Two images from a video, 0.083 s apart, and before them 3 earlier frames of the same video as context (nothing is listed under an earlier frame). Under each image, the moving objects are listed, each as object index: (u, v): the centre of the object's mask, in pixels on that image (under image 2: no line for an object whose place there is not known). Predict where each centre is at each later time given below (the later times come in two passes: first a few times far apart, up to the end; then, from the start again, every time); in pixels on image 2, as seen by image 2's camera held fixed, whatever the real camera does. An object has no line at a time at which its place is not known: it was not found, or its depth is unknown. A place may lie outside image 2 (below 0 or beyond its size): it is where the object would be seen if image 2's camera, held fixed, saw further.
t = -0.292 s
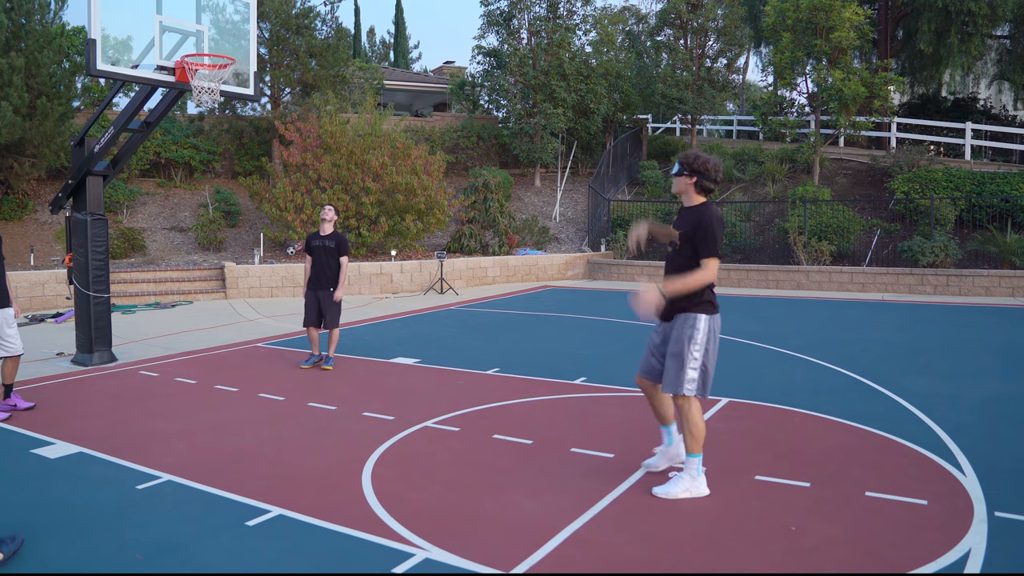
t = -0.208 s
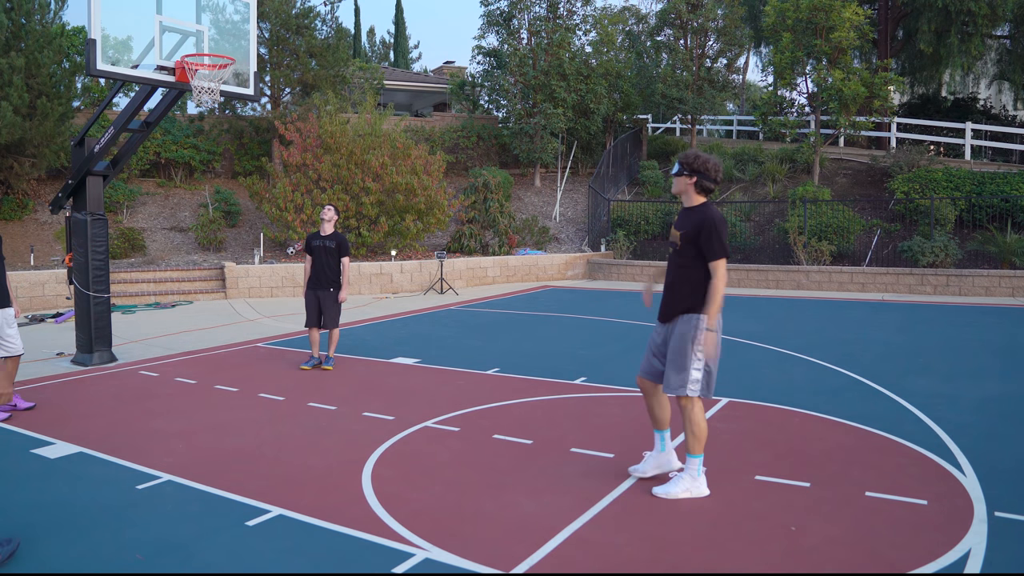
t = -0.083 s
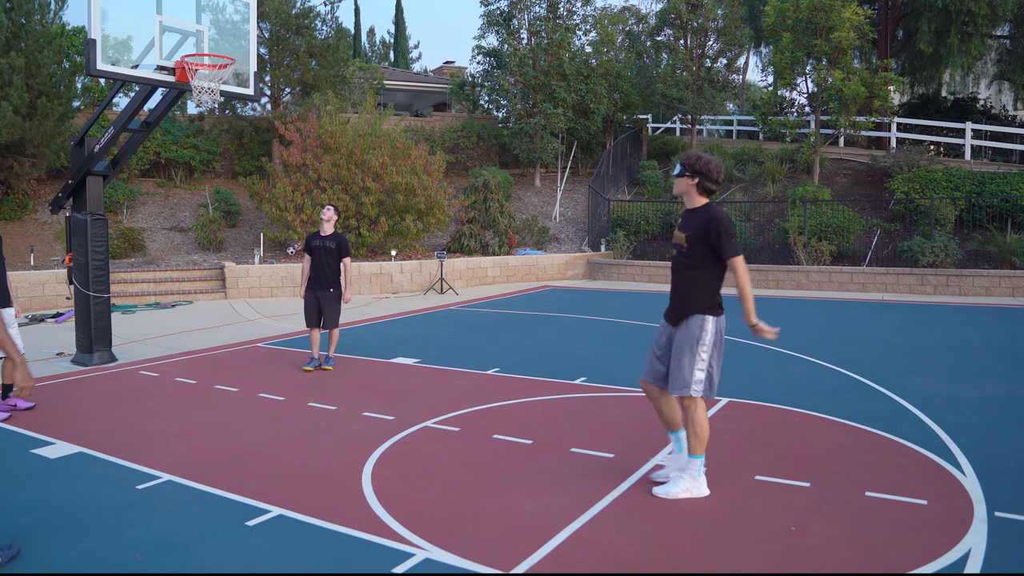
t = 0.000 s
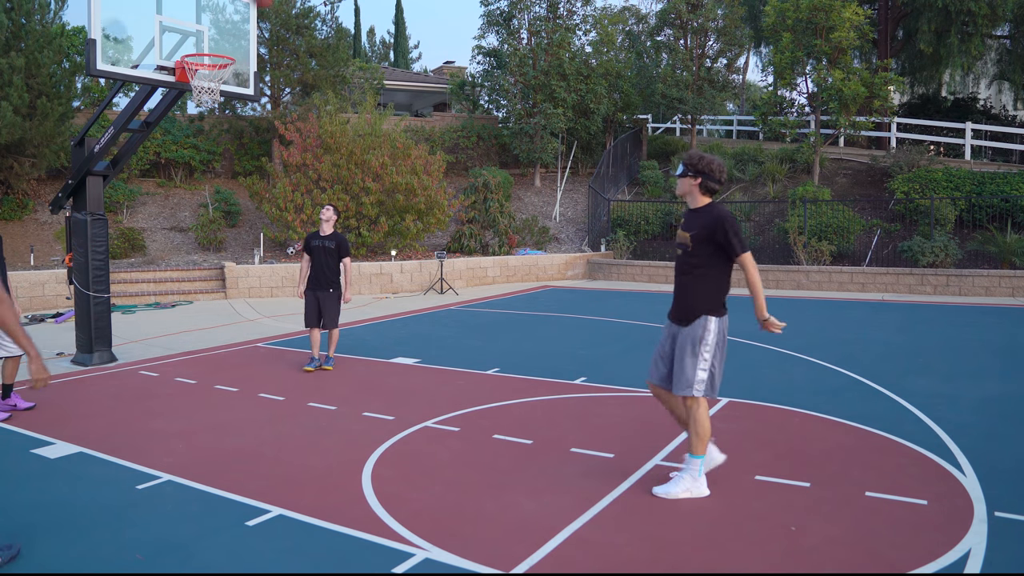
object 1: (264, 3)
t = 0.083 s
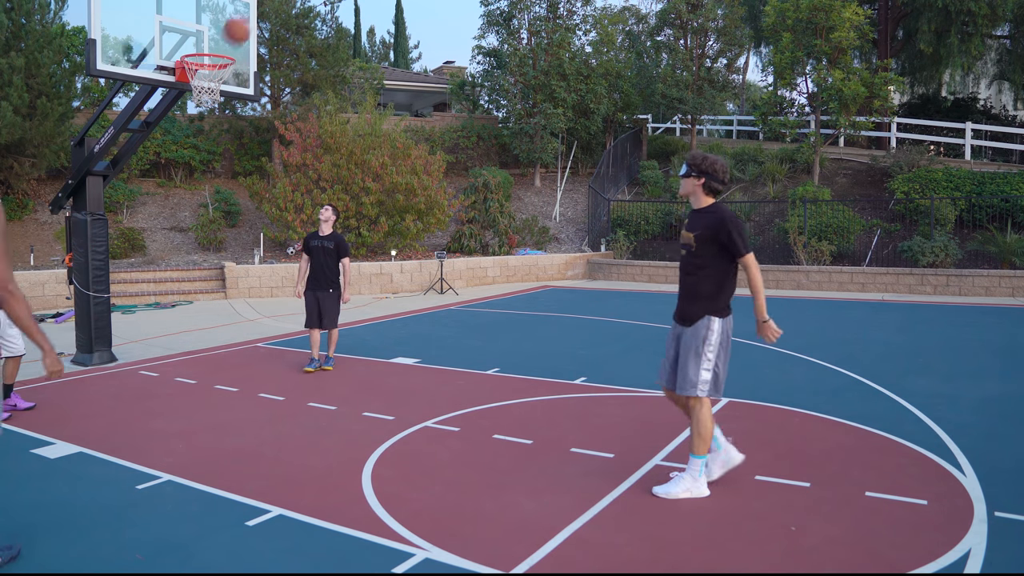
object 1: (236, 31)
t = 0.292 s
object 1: (235, 17)
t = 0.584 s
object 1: (247, 39)
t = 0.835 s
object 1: (258, 134)
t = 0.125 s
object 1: (229, 43)
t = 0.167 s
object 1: (230, 34)
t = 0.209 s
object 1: (232, 27)
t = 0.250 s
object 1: (233, 21)
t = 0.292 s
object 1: (235, 17)
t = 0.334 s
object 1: (236, 14)
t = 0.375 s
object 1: (238, 14)
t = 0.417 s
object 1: (240, 16)
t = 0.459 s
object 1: (241, 19)
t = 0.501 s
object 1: (243, 24)
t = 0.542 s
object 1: (245, 31)
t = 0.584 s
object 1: (247, 39)
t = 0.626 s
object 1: (248, 51)
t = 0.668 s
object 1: (250, 64)
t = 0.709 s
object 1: (253, 78)
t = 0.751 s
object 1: (255, 95)
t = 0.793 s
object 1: (256, 115)
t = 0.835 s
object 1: (258, 134)
